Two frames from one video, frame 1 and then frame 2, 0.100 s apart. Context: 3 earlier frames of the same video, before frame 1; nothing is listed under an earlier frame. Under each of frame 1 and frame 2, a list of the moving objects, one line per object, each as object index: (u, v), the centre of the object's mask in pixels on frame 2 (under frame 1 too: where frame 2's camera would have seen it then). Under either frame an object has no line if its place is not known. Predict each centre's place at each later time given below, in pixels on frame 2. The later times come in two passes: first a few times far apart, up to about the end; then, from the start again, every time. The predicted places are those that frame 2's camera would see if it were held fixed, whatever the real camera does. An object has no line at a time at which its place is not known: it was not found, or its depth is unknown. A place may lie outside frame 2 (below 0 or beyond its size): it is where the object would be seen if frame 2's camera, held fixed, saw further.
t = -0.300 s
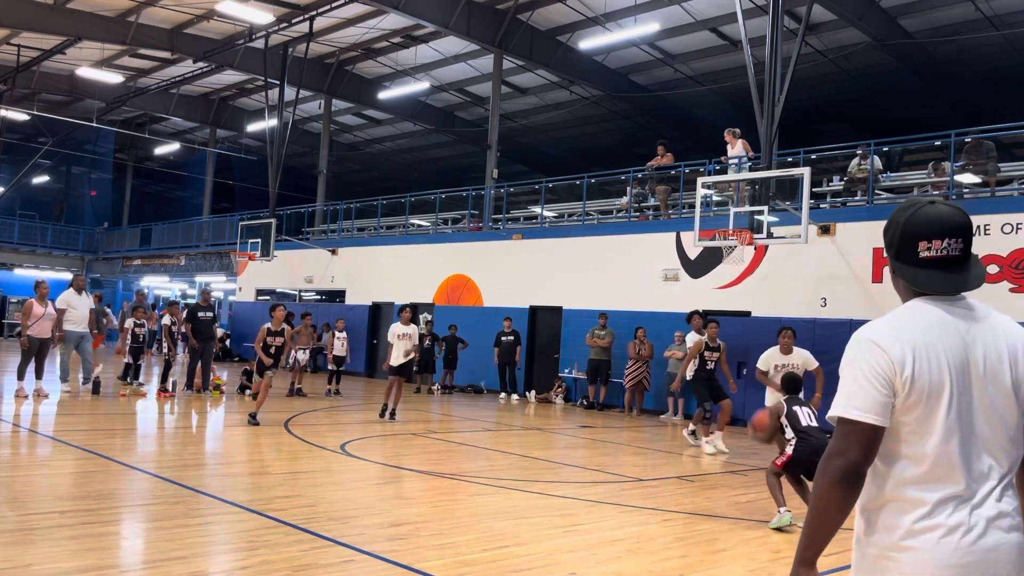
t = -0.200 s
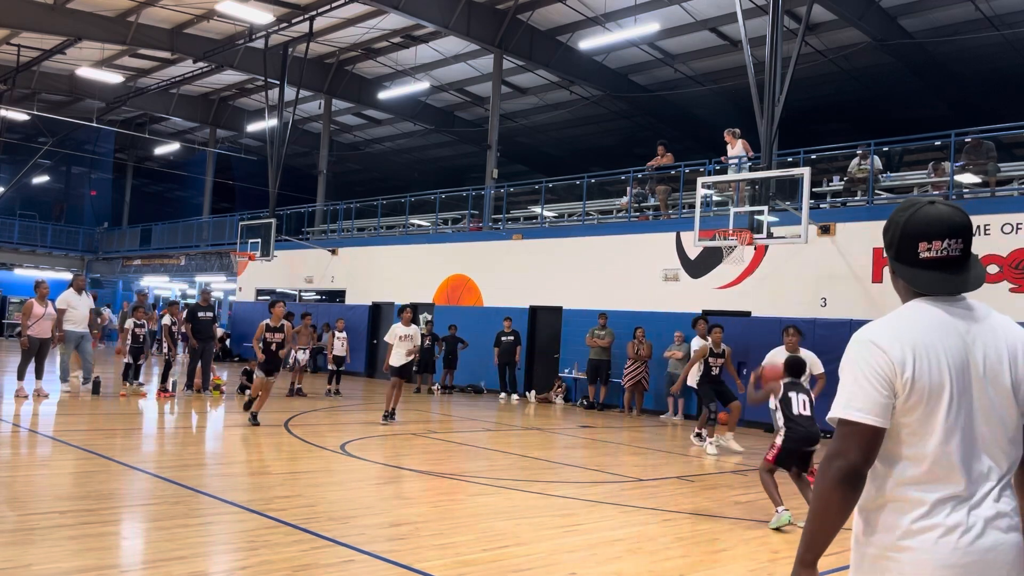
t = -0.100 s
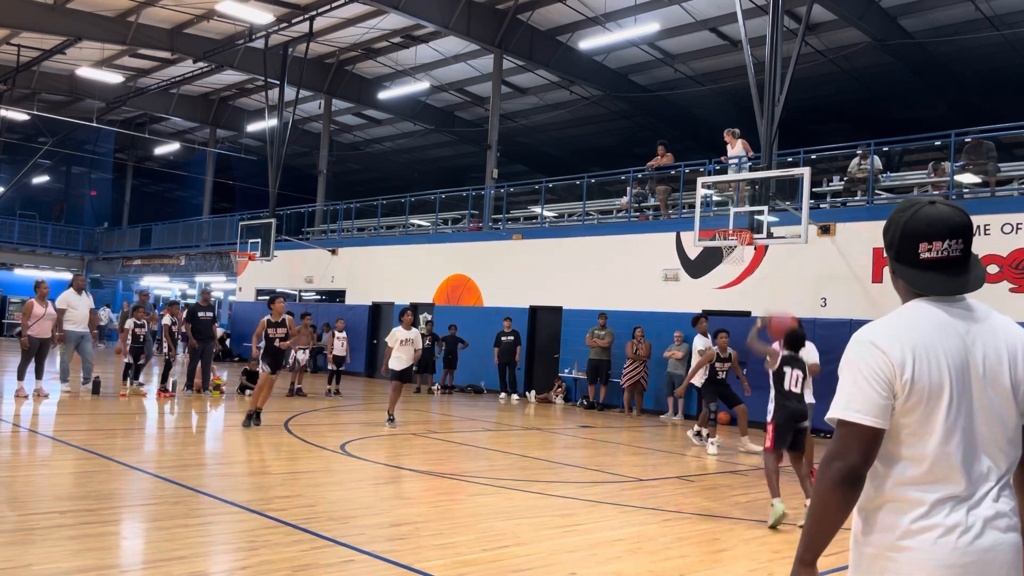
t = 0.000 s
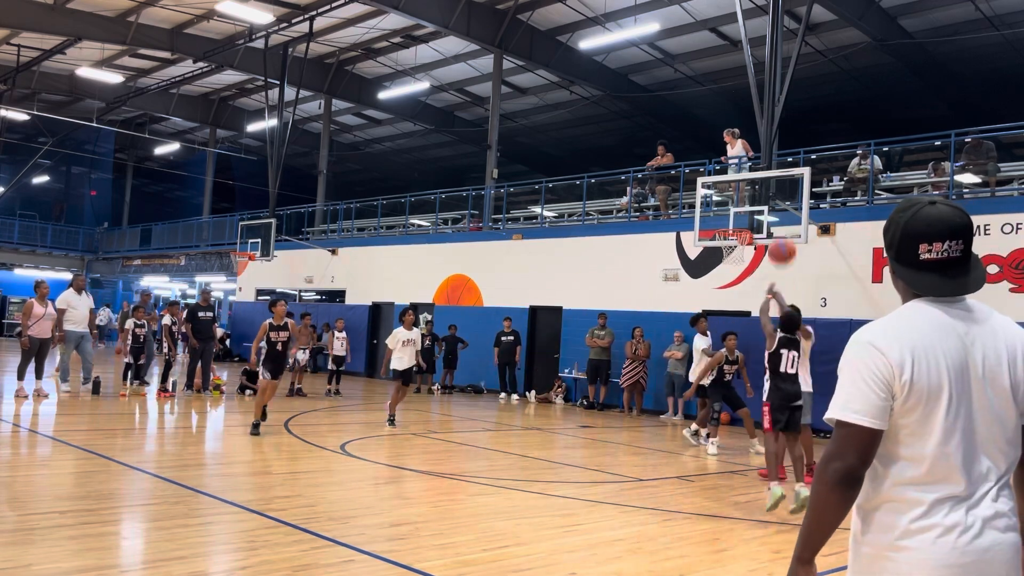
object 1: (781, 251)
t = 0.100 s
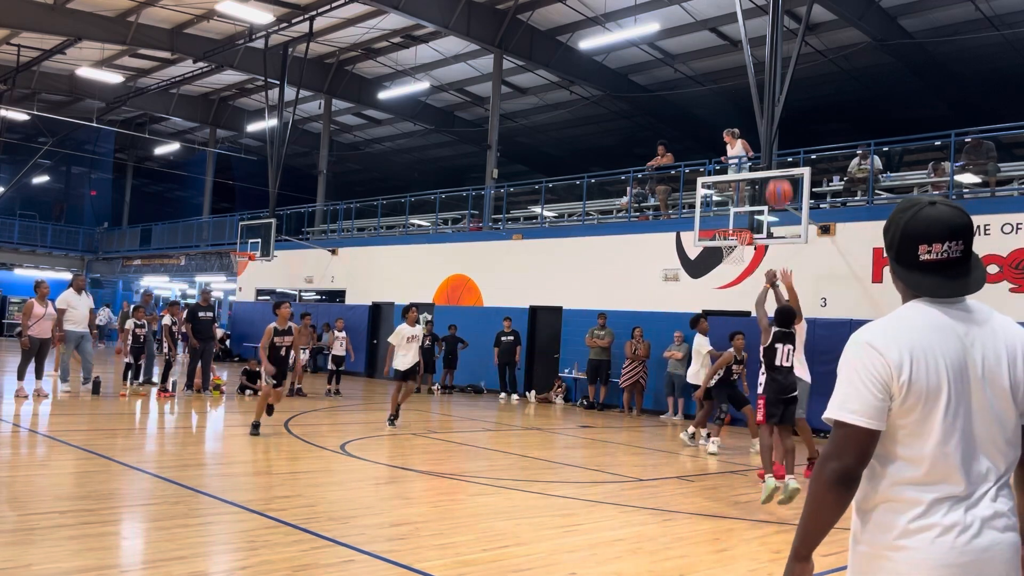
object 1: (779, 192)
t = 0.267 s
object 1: (775, 133)
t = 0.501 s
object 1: (770, 106)
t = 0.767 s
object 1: (762, 131)
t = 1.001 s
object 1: (754, 189)
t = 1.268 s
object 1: (786, 202)
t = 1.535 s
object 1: (818, 193)
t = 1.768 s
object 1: (835, 224)
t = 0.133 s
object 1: (778, 179)
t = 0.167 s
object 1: (777, 163)
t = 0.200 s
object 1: (776, 152)
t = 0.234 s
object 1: (776, 142)
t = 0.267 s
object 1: (775, 133)
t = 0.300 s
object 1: (774, 126)
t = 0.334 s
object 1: (774, 120)
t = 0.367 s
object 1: (773, 115)
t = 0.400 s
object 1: (772, 111)
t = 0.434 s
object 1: (772, 108)
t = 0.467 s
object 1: (771, 107)
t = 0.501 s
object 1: (770, 106)
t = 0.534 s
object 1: (769, 106)
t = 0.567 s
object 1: (768, 107)
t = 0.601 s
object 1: (767, 109)
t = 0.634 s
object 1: (766, 112)
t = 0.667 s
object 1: (766, 116)
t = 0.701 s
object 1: (764, 120)
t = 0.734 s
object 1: (763, 125)
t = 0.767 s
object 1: (762, 131)
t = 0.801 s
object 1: (761, 138)
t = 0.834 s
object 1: (760, 144)
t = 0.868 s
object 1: (758, 152)
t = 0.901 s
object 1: (758, 160)
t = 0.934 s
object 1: (756, 169)
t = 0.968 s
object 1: (755, 179)
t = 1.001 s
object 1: (754, 189)
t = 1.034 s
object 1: (753, 197)
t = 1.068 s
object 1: (751, 209)
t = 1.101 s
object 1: (750, 222)
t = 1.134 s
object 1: (754, 222)
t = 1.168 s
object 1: (762, 216)
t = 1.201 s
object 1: (771, 209)
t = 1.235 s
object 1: (778, 206)
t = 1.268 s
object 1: (786, 202)
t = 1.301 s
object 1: (794, 200)
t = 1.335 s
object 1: (801, 198)
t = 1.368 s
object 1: (805, 196)
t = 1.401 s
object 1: (808, 194)
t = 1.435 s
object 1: (810, 192)
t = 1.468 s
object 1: (813, 192)
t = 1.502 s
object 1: (816, 192)
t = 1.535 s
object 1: (818, 193)
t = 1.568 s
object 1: (821, 195)
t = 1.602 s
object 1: (822, 198)
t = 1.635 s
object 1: (825, 202)
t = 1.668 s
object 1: (828, 206)
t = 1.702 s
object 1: (831, 211)
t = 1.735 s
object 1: (834, 217)
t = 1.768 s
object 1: (835, 224)
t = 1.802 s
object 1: (838, 233)
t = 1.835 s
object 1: (840, 242)
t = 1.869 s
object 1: (843, 251)
